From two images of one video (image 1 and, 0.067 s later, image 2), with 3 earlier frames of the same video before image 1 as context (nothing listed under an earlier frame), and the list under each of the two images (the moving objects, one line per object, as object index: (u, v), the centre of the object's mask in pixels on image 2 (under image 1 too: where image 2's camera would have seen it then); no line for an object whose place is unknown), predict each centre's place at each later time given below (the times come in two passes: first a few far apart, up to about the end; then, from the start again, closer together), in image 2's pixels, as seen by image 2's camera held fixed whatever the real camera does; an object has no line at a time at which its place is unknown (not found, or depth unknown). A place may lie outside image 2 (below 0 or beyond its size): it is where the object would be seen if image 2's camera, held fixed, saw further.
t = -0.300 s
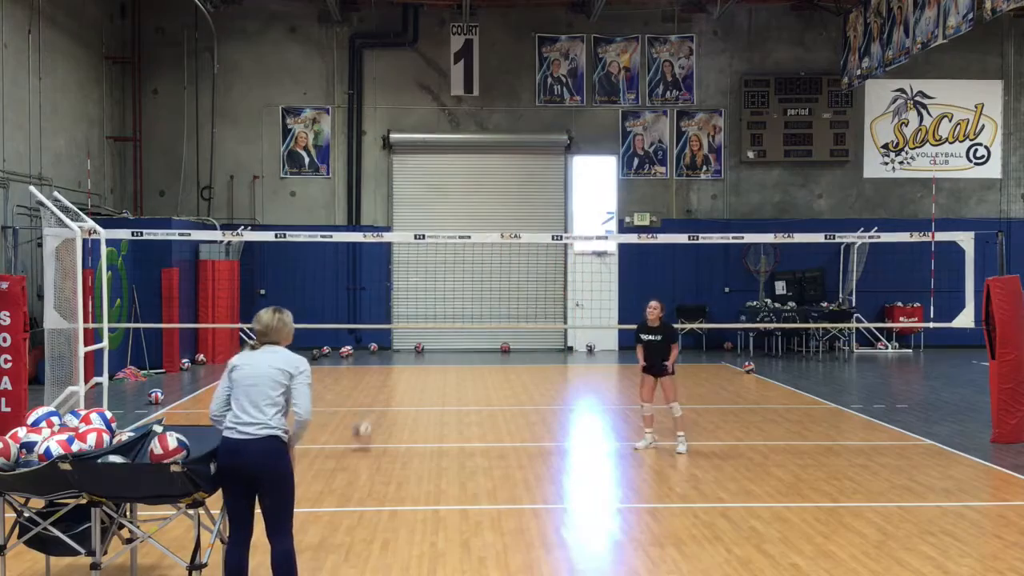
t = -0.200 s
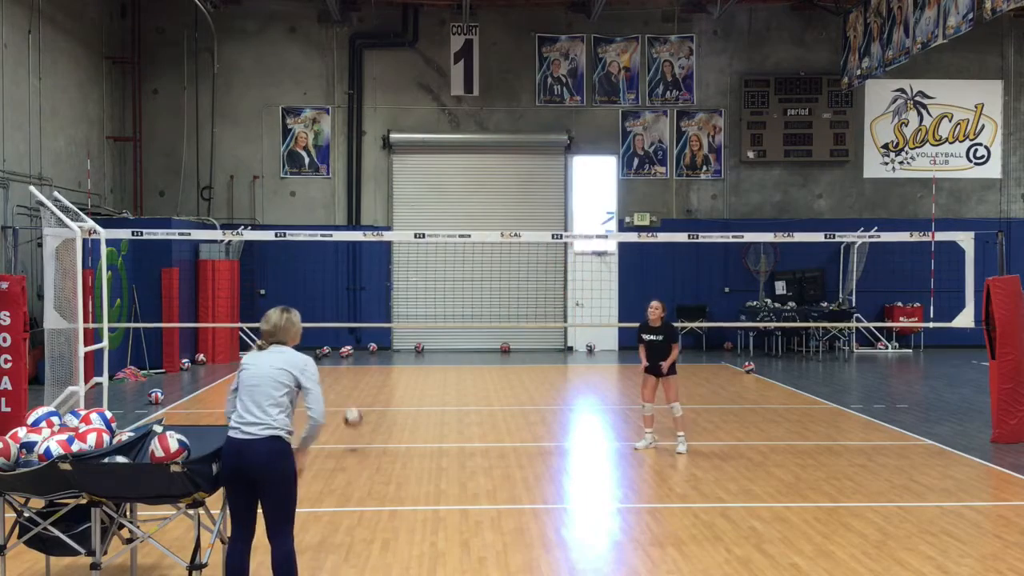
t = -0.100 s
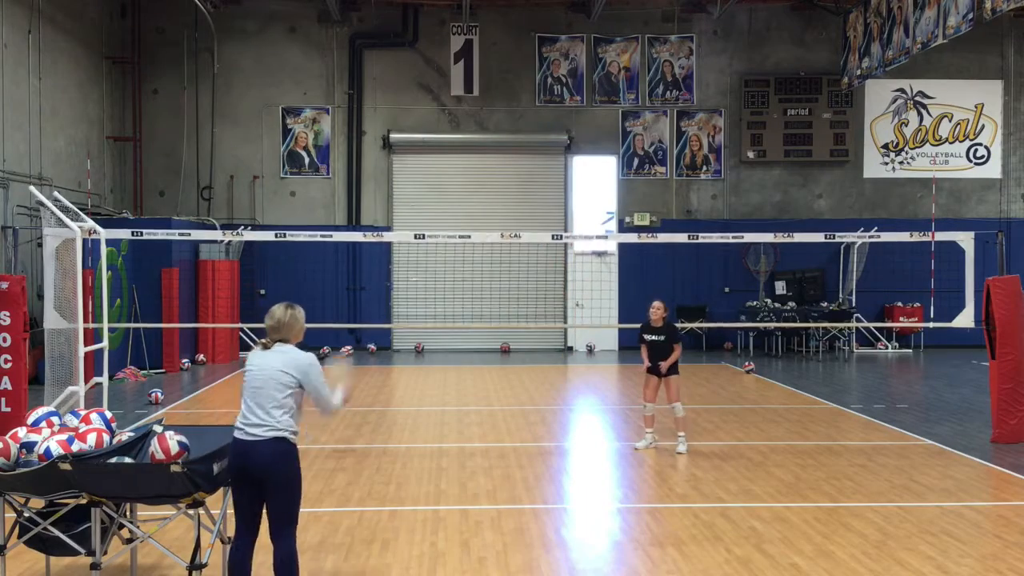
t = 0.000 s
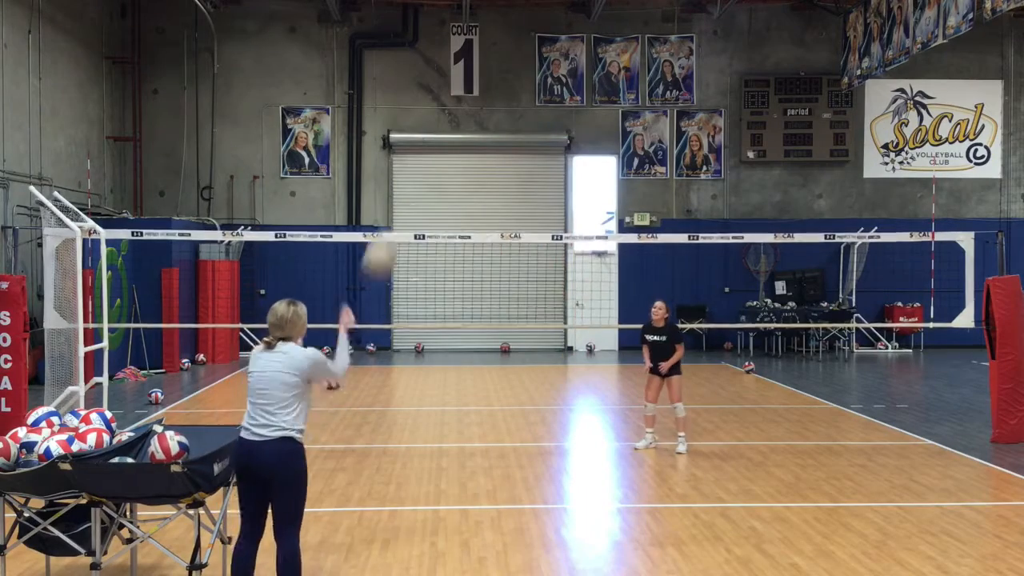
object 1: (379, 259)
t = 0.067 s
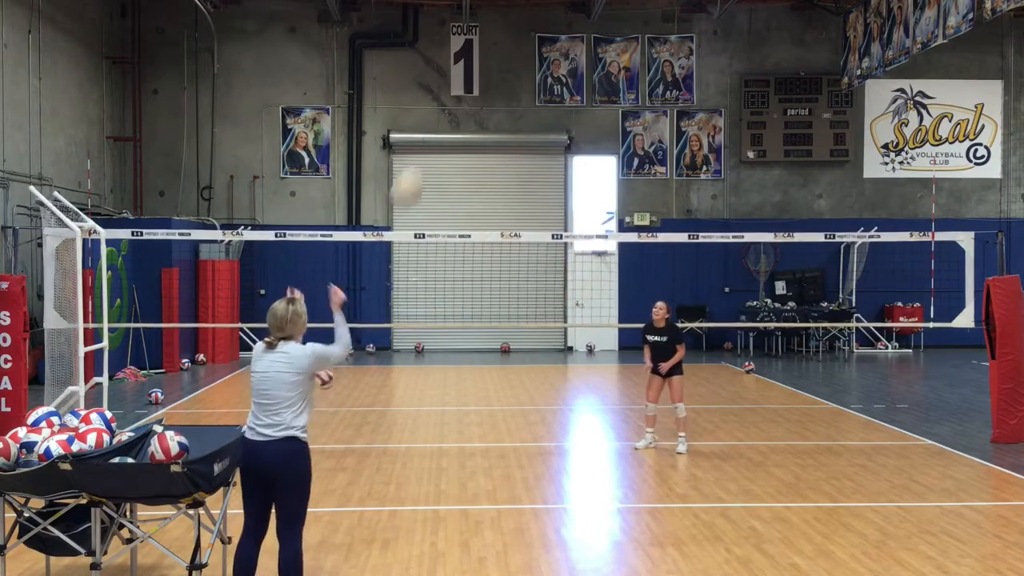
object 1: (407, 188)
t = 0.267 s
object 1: (477, 58)
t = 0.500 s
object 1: (540, 8)
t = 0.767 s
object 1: (599, 28)
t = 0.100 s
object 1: (421, 157)
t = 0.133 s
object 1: (433, 133)
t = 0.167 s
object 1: (444, 111)
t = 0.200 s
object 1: (455, 90)
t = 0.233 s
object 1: (466, 73)
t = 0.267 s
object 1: (477, 58)
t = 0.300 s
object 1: (487, 45)
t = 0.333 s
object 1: (496, 35)
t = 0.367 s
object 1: (506, 25)
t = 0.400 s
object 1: (515, 17)
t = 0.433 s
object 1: (524, 13)
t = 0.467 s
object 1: (532, 10)
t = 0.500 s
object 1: (540, 8)
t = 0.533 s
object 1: (548, 7)
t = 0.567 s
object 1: (556, 7)
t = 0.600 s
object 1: (564, 8)
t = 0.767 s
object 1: (599, 28)
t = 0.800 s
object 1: (605, 36)
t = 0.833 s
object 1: (611, 44)
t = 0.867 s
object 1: (616, 53)
